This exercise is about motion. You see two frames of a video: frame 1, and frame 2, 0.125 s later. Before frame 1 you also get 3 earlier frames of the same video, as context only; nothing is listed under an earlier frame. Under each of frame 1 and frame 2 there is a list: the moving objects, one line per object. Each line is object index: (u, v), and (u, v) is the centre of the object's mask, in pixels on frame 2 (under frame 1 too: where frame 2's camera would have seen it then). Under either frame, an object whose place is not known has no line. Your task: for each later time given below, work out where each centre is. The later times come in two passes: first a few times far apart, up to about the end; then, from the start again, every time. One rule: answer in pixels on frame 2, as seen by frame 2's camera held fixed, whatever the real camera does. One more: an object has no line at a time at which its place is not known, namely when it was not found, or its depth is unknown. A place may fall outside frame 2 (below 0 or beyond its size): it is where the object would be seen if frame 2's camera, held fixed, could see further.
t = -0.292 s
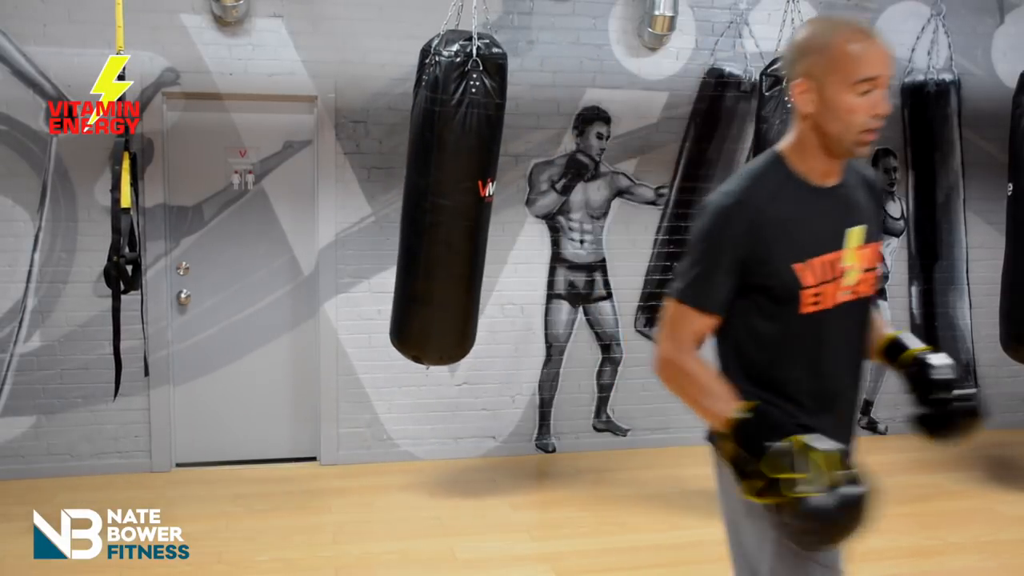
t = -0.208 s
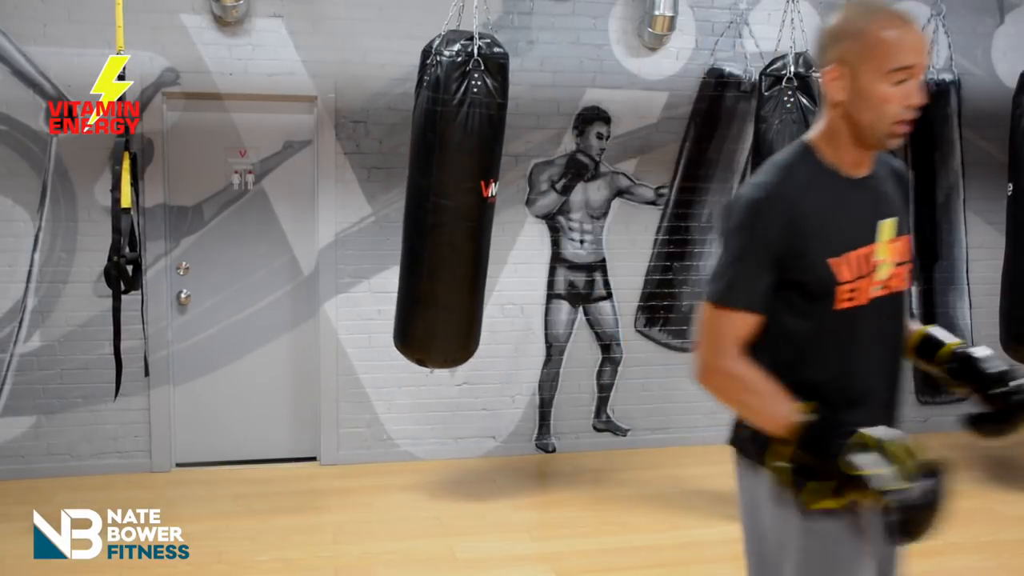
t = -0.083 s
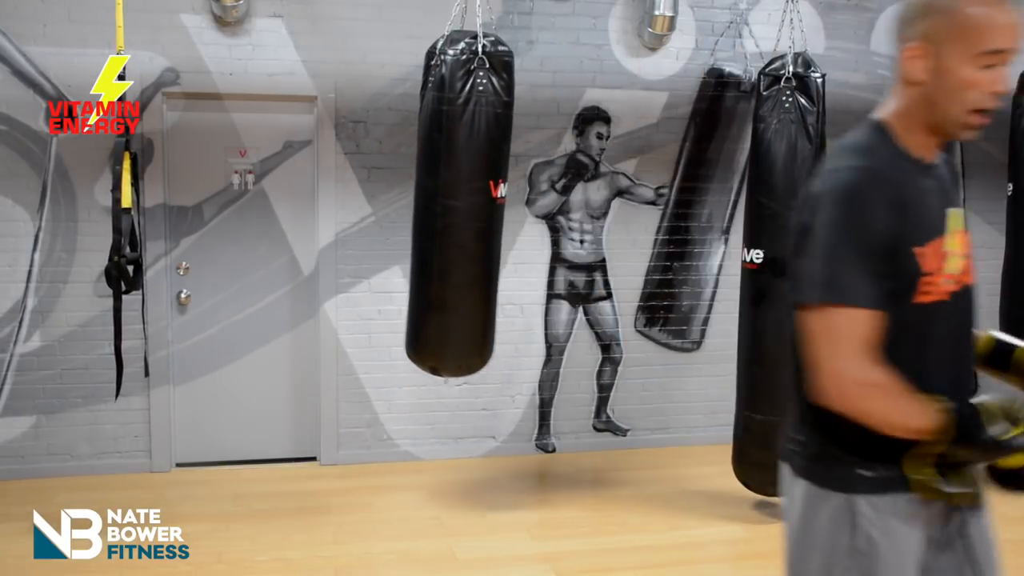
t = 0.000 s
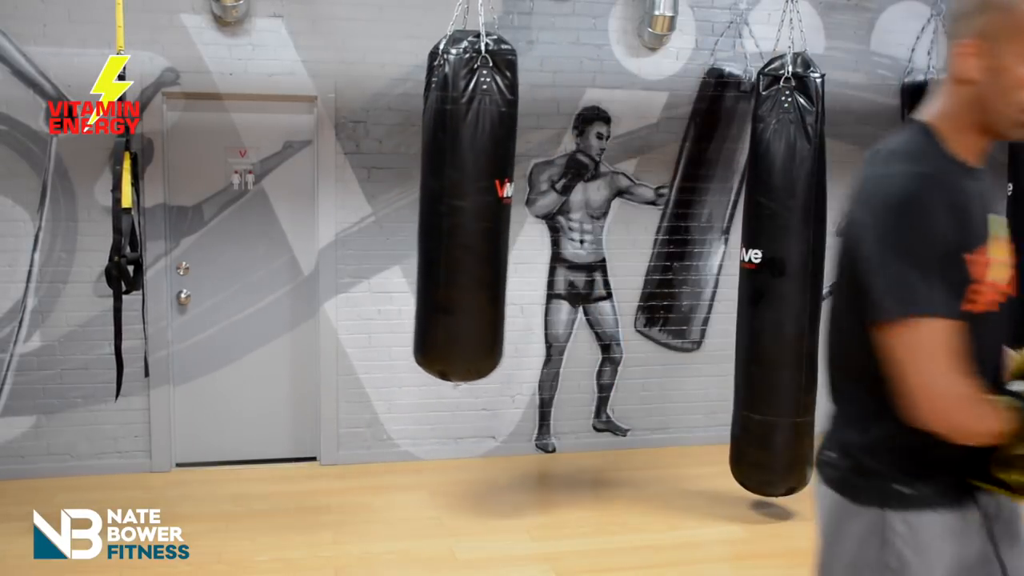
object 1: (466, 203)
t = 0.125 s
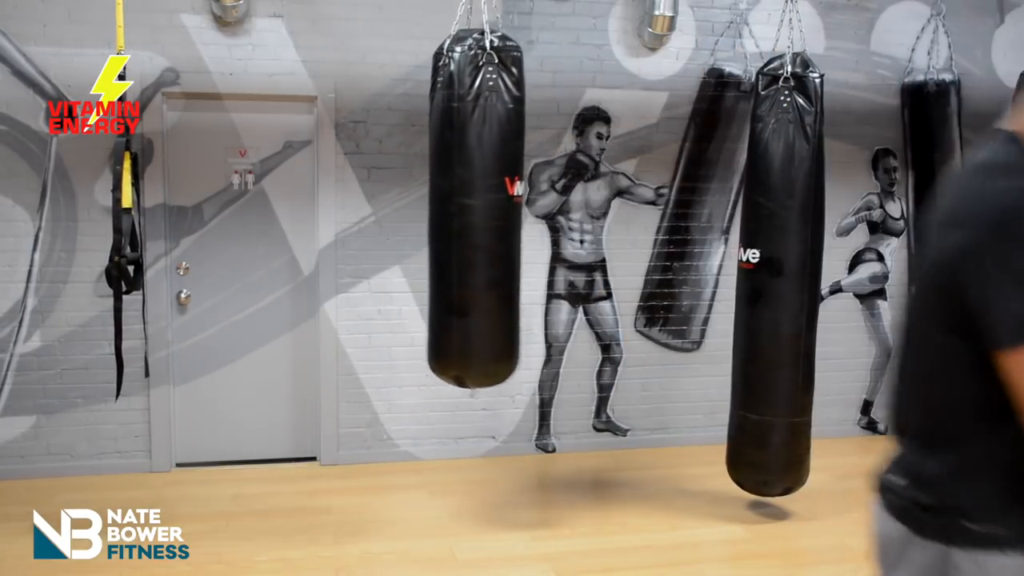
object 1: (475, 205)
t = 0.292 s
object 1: (490, 207)
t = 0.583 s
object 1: (510, 207)
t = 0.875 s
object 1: (511, 207)
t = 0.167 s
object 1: (479, 206)
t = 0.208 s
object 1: (483, 207)
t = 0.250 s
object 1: (487, 207)
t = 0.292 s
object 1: (490, 207)
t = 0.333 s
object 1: (494, 208)
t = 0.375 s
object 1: (497, 207)
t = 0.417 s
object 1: (500, 207)
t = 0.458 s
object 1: (503, 207)
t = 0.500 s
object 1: (506, 207)
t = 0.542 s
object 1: (508, 207)
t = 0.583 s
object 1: (510, 207)
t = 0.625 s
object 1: (512, 207)
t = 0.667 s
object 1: (513, 207)
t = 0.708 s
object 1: (514, 206)
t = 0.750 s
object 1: (514, 206)
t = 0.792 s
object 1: (514, 206)
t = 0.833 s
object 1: (514, 207)
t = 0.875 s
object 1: (511, 207)
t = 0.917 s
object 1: (509, 206)
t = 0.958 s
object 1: (507, 206)
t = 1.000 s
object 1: (504, 207)
